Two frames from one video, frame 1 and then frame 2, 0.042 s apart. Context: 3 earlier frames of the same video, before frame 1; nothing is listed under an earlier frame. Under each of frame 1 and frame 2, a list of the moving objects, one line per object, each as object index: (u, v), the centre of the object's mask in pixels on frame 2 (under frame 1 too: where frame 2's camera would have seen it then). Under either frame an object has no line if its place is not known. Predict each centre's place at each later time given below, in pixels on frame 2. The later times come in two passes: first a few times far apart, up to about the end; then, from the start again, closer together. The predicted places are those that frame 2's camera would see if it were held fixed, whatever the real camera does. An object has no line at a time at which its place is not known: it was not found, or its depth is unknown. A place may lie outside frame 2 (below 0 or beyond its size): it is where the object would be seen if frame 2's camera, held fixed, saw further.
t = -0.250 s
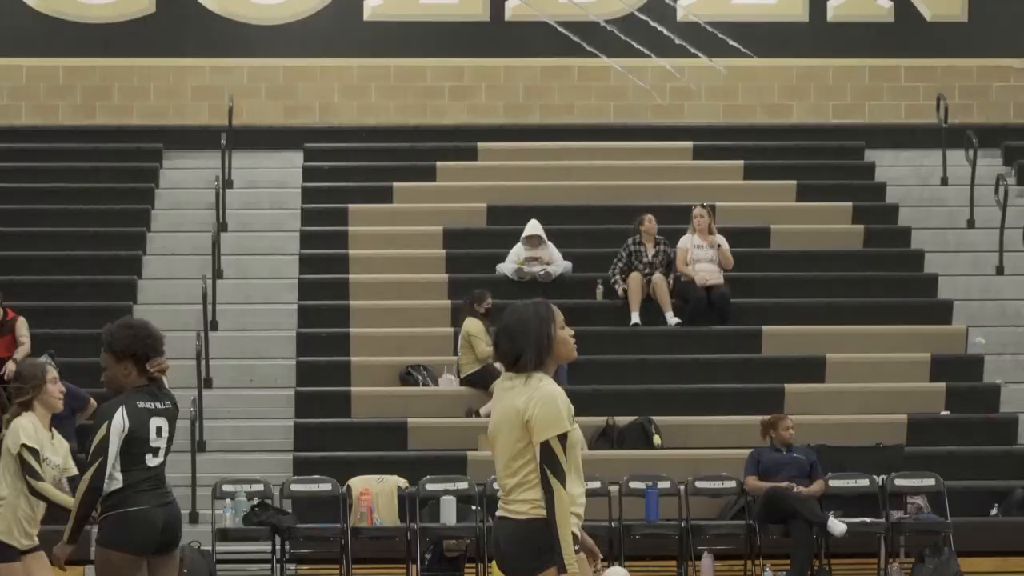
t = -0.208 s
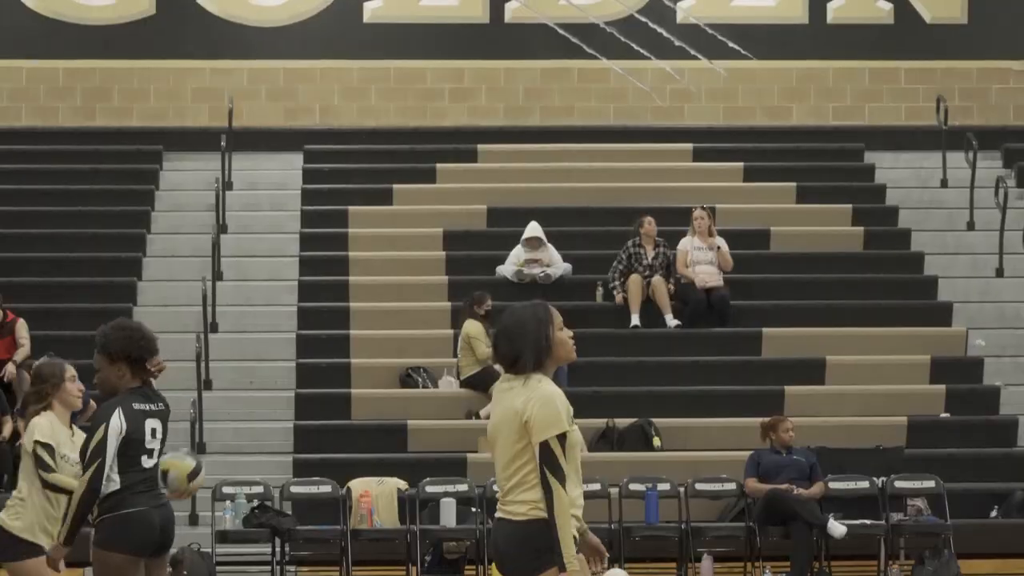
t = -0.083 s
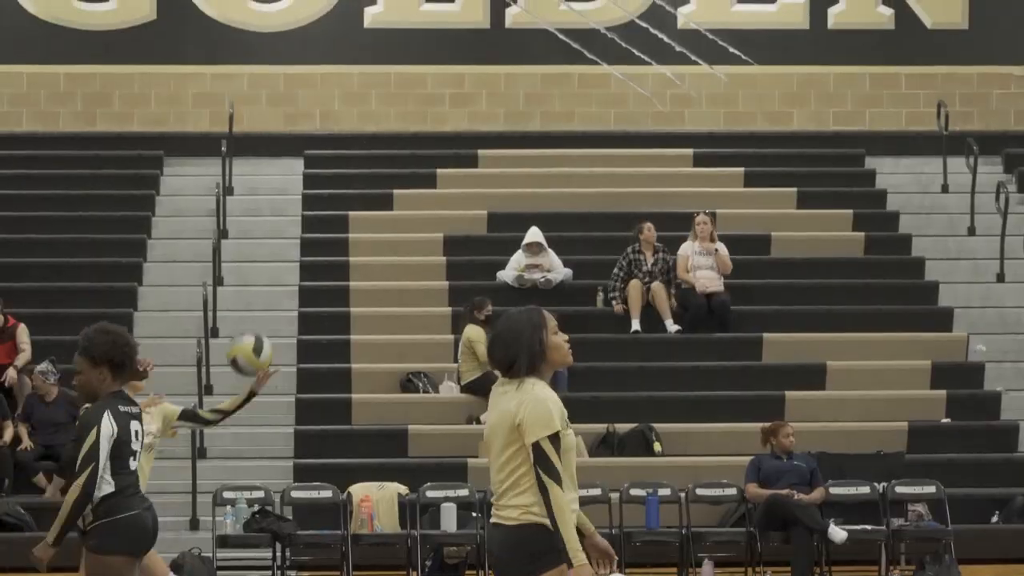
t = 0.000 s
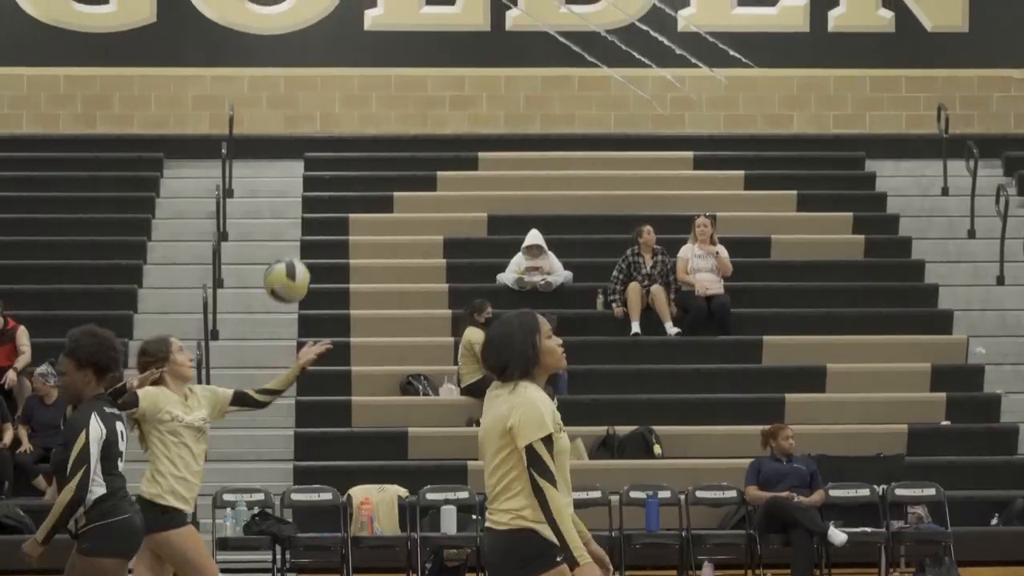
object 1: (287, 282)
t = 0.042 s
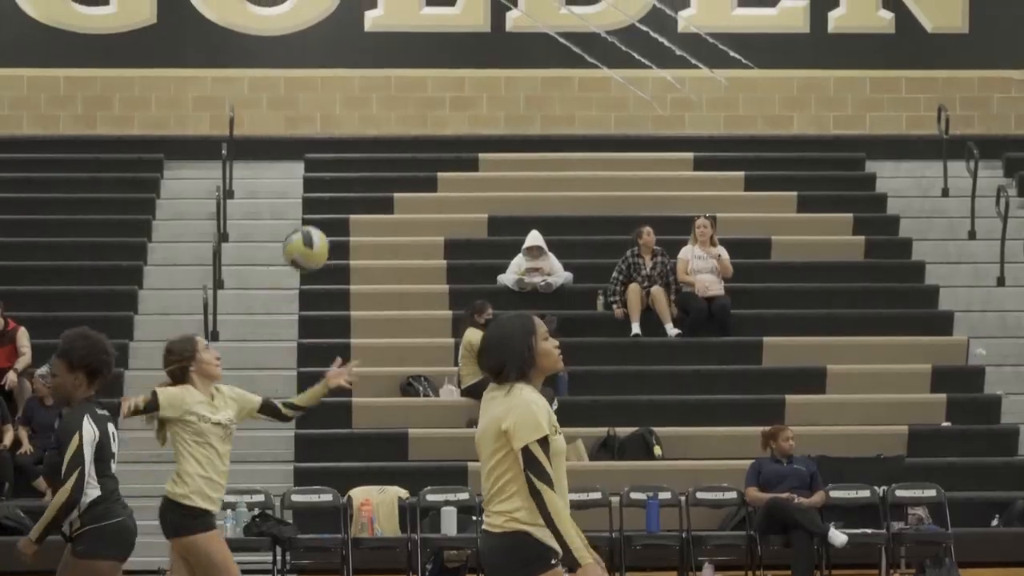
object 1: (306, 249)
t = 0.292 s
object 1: (421, 133)
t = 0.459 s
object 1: (499, 130)
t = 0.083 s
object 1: (325, 220)
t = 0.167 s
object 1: (363, 174)
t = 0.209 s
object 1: (383, 157)
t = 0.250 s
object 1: (402, 143)
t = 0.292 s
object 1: (421, 133)
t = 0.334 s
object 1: (441, 127)
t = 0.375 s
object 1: (460, 125)
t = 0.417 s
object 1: (479, 126)
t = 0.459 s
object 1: (499, 130)
